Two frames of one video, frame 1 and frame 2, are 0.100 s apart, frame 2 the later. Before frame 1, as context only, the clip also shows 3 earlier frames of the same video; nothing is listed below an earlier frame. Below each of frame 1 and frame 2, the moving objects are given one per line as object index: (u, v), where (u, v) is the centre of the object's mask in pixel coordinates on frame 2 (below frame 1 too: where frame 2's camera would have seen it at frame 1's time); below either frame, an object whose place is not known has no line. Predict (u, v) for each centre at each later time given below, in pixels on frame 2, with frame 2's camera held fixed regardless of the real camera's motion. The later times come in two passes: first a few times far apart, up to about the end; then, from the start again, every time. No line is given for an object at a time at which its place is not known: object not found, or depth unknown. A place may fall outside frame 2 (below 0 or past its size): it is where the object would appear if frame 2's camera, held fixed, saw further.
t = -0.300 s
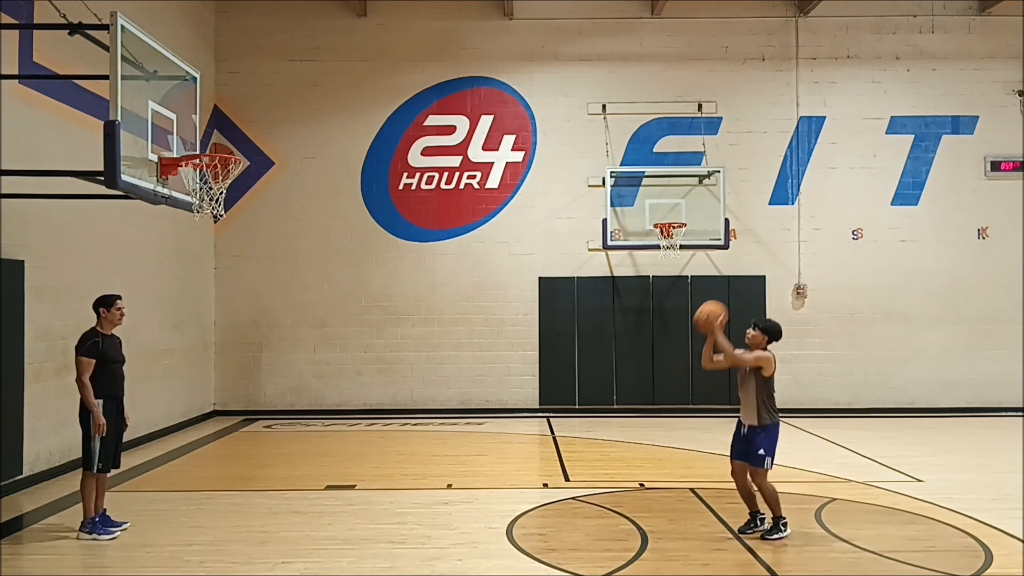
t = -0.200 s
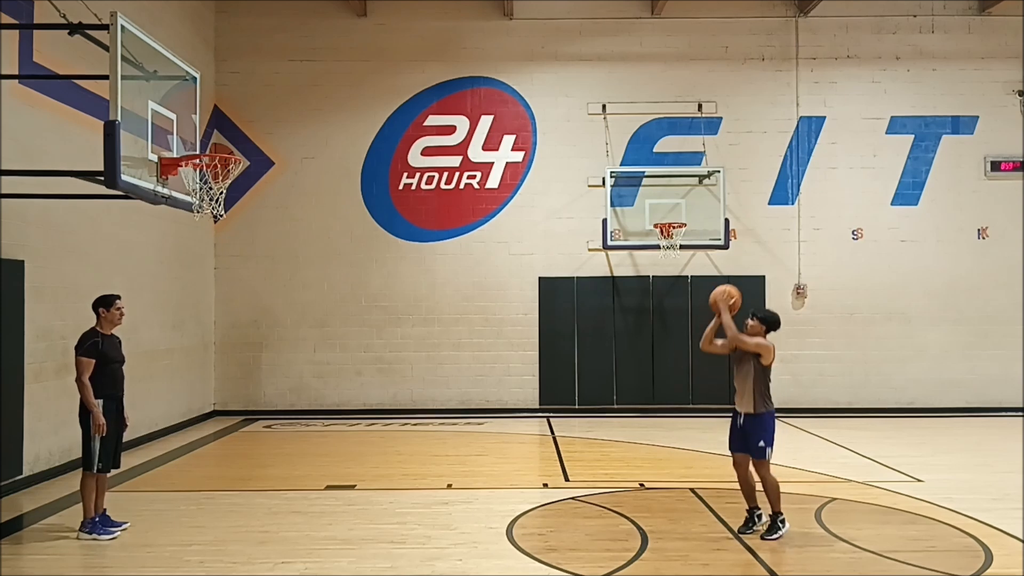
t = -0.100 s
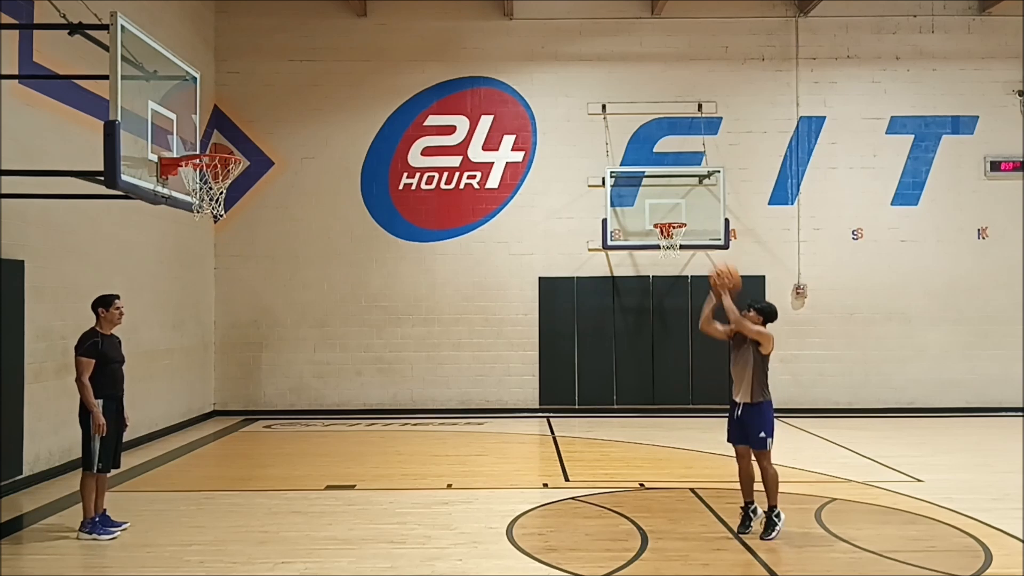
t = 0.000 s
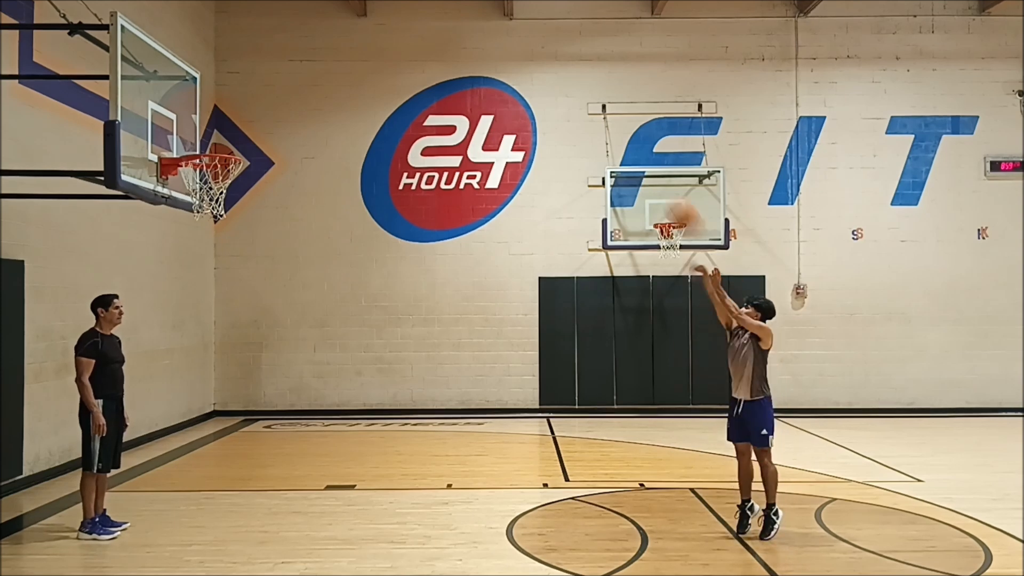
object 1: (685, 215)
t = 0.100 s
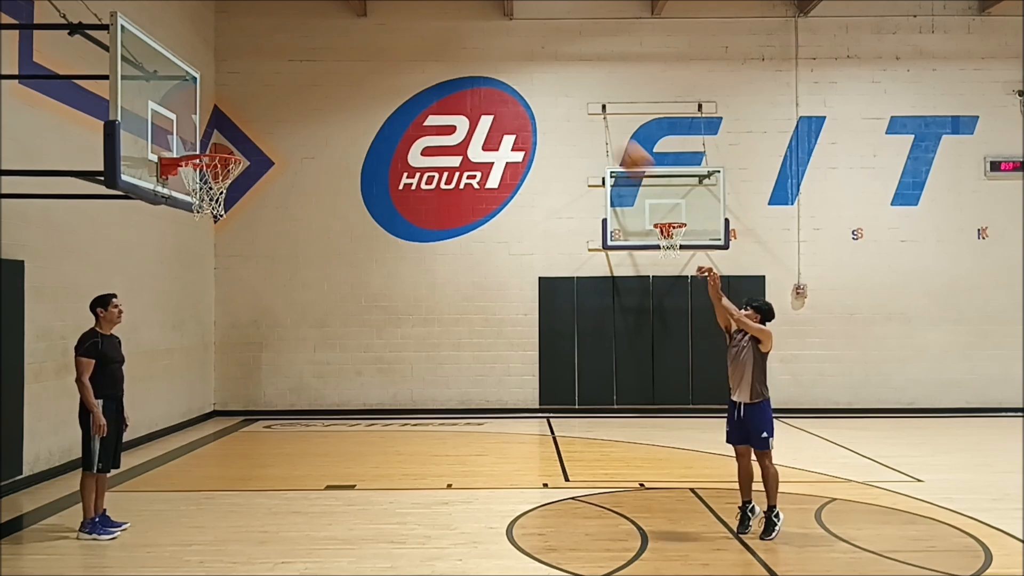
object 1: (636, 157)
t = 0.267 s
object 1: (549, 90)
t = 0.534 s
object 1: (419, 48)
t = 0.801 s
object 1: (288, 91)
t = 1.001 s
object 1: (189, 180)
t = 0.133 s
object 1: (618, 144)
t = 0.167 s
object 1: (598, 129)
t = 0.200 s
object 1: (582, 115)
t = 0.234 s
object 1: (566, 102)
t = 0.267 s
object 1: (549, 90)
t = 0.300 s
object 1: (533, 79)
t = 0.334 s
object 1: (516, 70)
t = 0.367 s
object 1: (500, 63)
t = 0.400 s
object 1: (484, 58)
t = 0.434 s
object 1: (467, 53)
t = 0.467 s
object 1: (451, 50)
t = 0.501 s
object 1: (435, 48)
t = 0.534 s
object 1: (419, 48)
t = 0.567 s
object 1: (403, 48)
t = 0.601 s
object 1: (386, 51)
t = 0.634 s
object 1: (370, 54)
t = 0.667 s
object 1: (354, 58)
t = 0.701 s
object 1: (337, 65)
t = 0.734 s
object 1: (322, 72)
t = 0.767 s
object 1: (305, 80)
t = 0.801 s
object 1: (288, 91)
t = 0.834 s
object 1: (272, 102)
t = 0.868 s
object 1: (257, 115)
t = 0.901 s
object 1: (241, 128)
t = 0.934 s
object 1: (227, 141)
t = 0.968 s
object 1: (216, 161)
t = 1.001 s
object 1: (189, 180)
